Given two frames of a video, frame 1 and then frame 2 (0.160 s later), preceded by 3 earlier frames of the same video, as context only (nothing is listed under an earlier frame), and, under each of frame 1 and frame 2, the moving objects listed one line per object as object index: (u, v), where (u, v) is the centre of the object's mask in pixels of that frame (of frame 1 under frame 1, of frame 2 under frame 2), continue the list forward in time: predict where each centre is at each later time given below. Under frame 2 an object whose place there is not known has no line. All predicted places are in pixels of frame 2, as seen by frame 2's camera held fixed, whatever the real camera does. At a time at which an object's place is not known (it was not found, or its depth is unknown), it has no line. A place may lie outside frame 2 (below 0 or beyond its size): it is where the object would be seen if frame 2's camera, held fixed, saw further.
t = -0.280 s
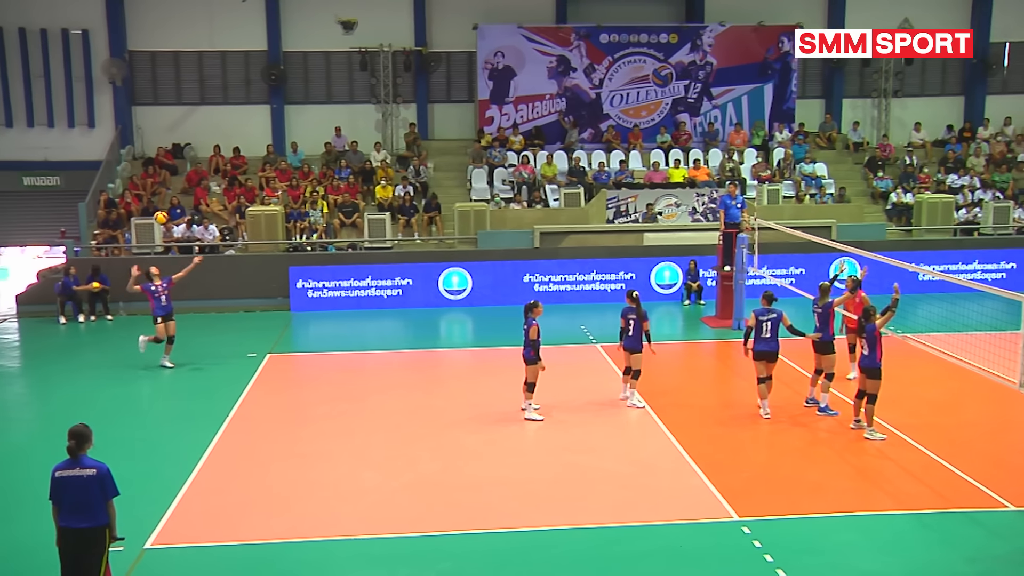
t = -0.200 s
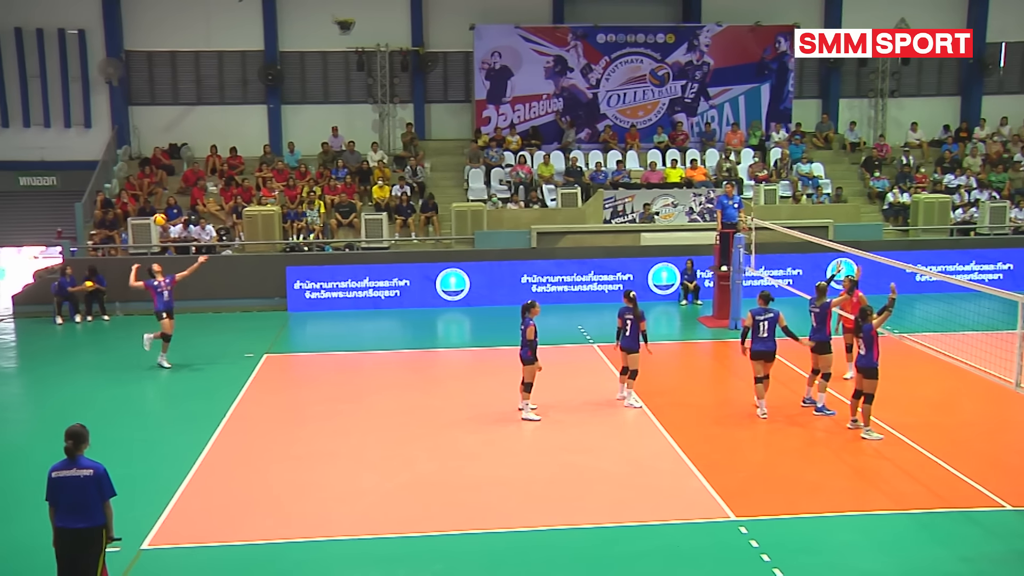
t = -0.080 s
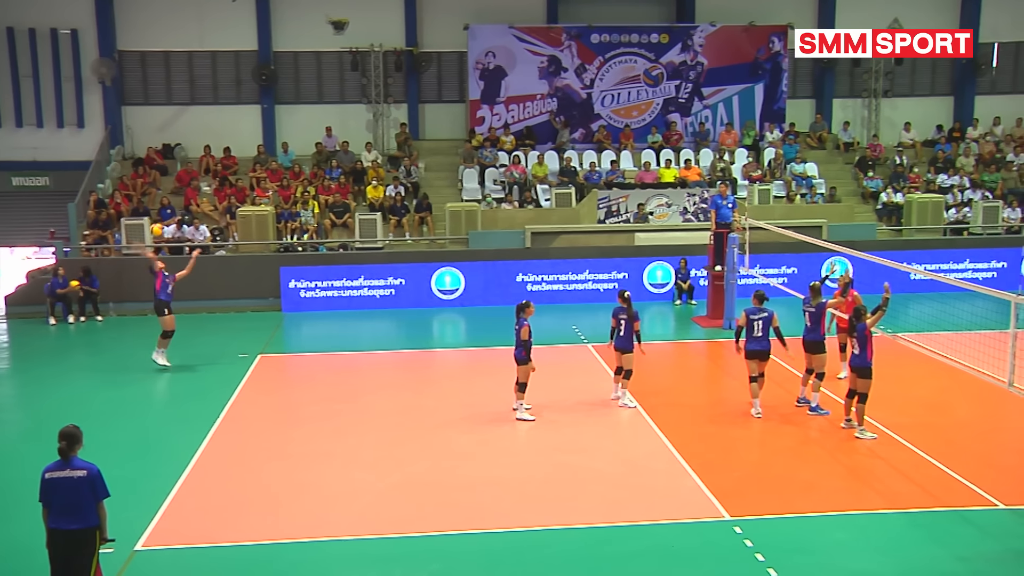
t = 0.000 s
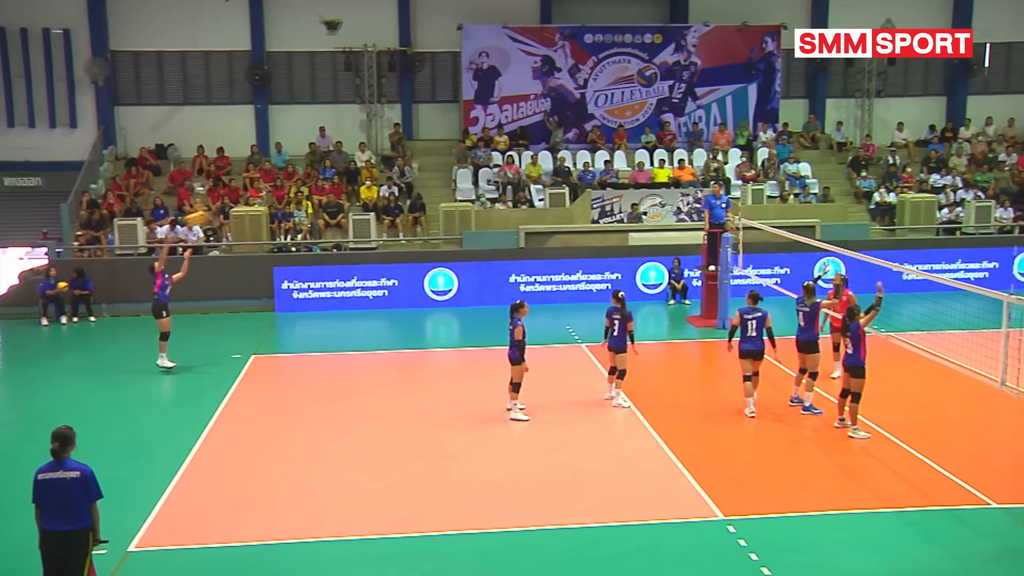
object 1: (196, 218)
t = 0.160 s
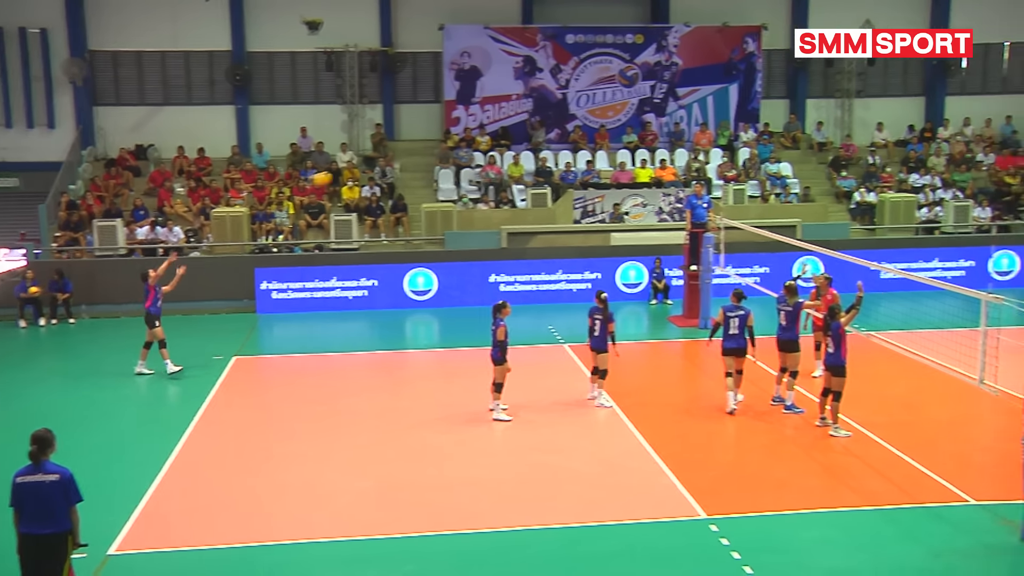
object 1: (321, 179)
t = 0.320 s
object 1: (464, 155)
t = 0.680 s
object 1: (783, 156)
